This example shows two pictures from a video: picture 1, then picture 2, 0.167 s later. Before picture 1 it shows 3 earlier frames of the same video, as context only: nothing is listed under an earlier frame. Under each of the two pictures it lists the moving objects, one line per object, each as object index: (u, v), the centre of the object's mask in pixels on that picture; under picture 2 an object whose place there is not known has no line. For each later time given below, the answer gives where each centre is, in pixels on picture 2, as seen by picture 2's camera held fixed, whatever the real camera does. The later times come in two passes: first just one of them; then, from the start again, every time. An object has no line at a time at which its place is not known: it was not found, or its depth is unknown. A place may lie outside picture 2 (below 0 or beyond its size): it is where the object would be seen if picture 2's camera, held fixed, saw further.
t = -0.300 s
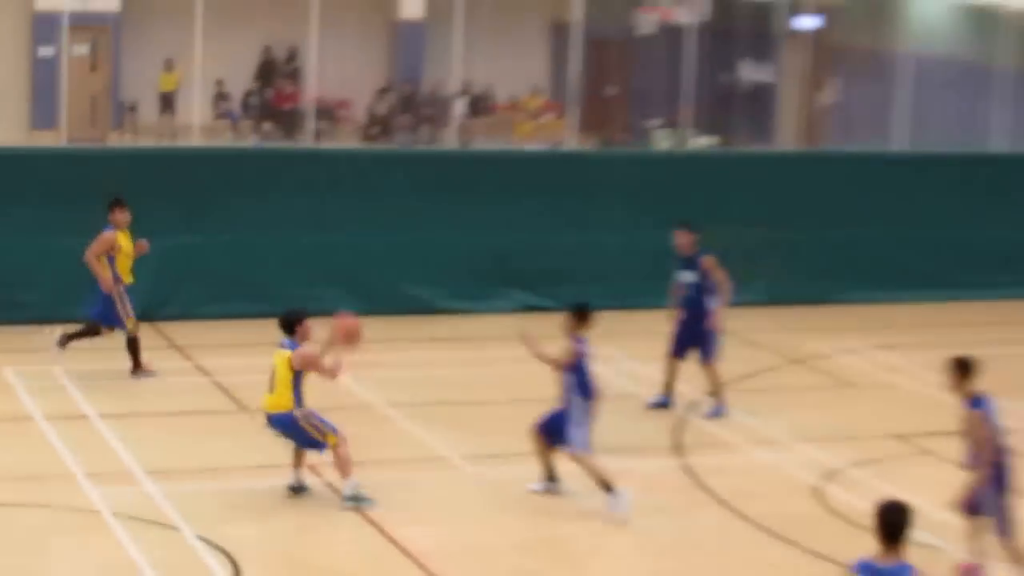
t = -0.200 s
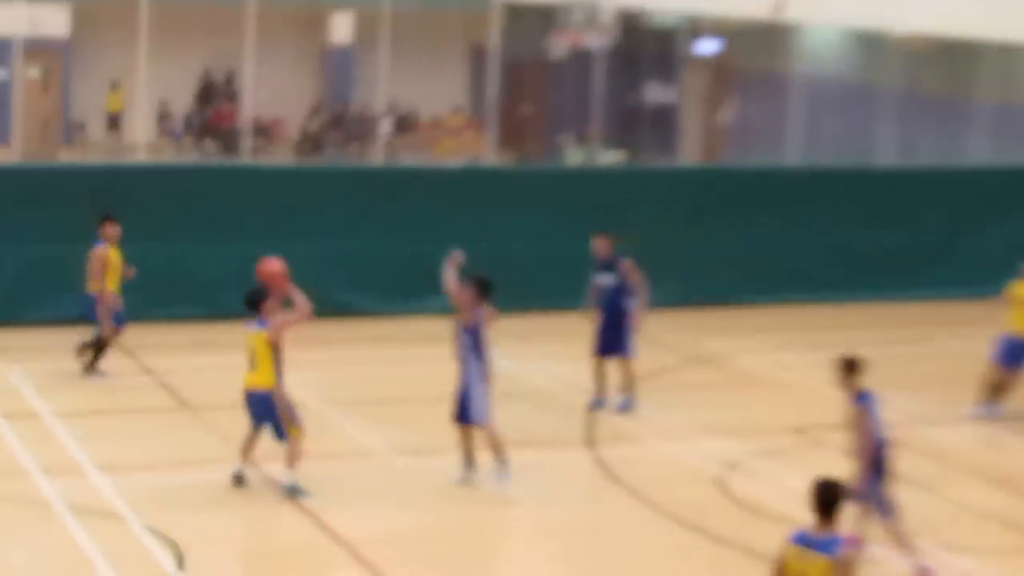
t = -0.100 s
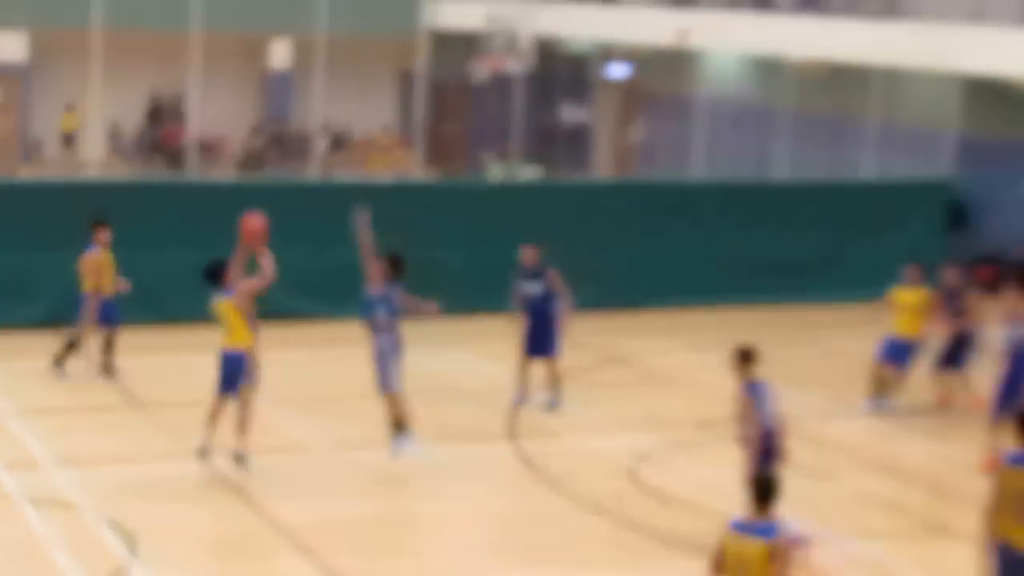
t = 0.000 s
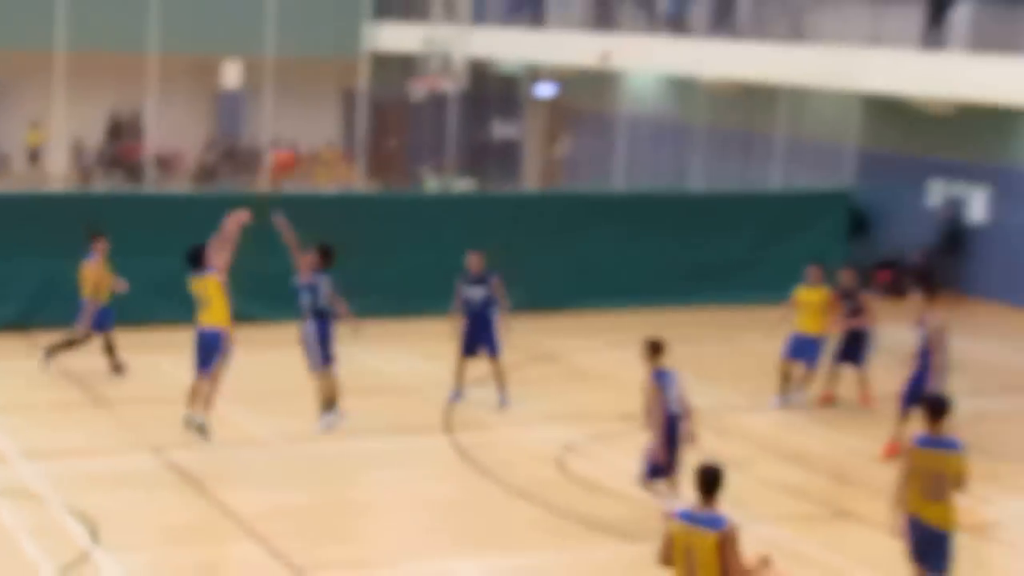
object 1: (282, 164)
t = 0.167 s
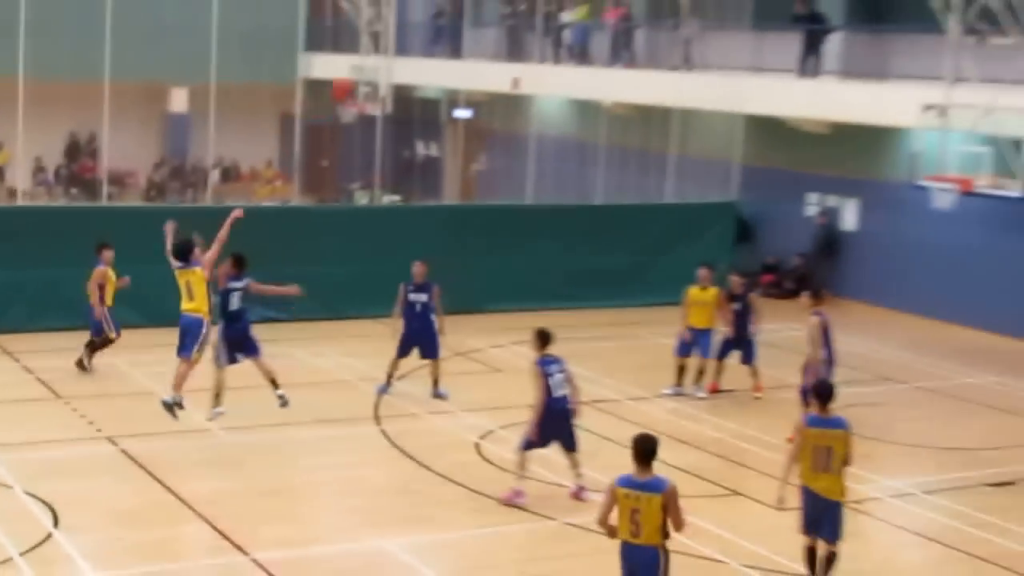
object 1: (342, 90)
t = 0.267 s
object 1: (406, 50)
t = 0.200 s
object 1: (364, 77)
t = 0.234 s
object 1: (385, 62)
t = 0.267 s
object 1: (406, 50)
